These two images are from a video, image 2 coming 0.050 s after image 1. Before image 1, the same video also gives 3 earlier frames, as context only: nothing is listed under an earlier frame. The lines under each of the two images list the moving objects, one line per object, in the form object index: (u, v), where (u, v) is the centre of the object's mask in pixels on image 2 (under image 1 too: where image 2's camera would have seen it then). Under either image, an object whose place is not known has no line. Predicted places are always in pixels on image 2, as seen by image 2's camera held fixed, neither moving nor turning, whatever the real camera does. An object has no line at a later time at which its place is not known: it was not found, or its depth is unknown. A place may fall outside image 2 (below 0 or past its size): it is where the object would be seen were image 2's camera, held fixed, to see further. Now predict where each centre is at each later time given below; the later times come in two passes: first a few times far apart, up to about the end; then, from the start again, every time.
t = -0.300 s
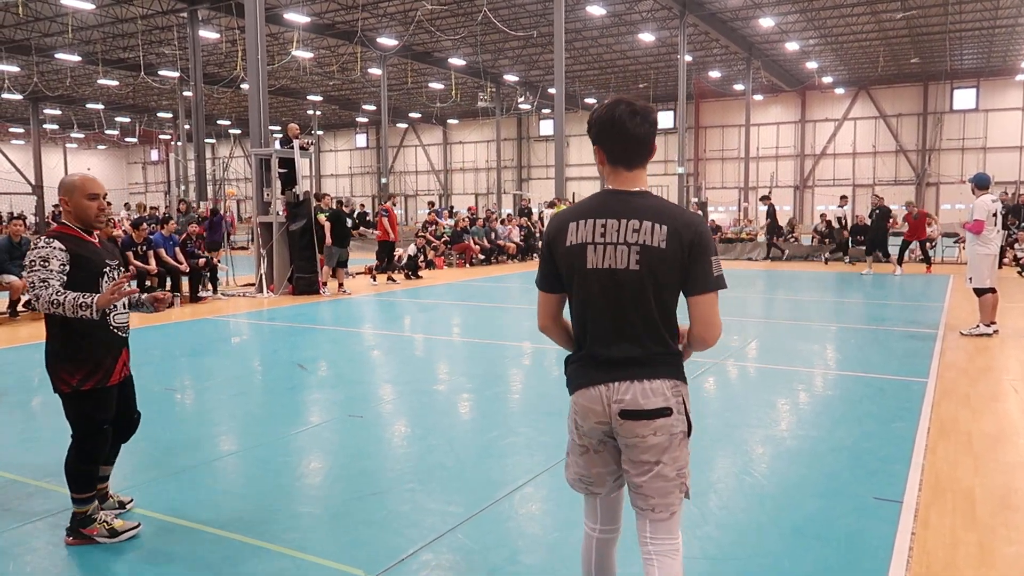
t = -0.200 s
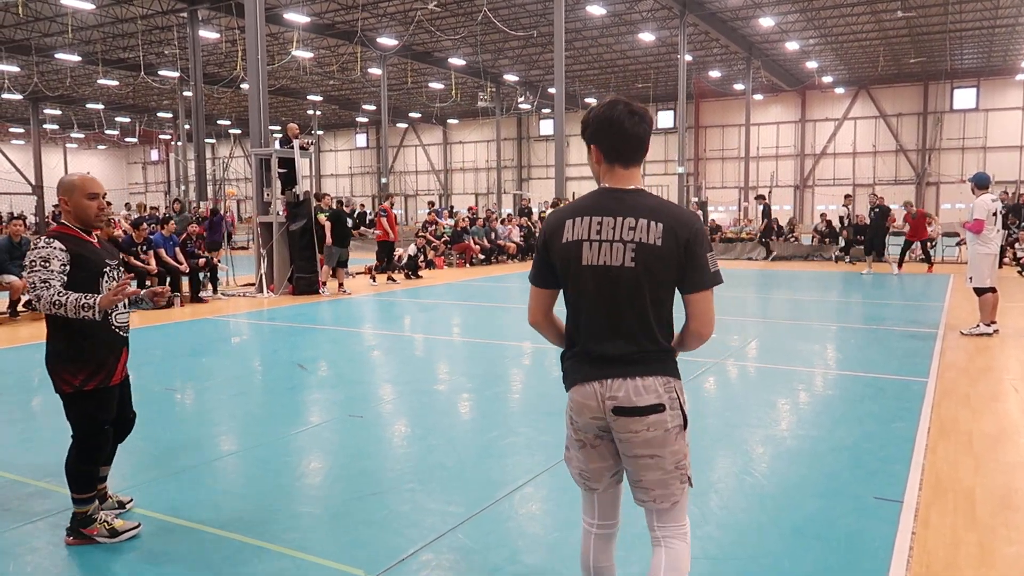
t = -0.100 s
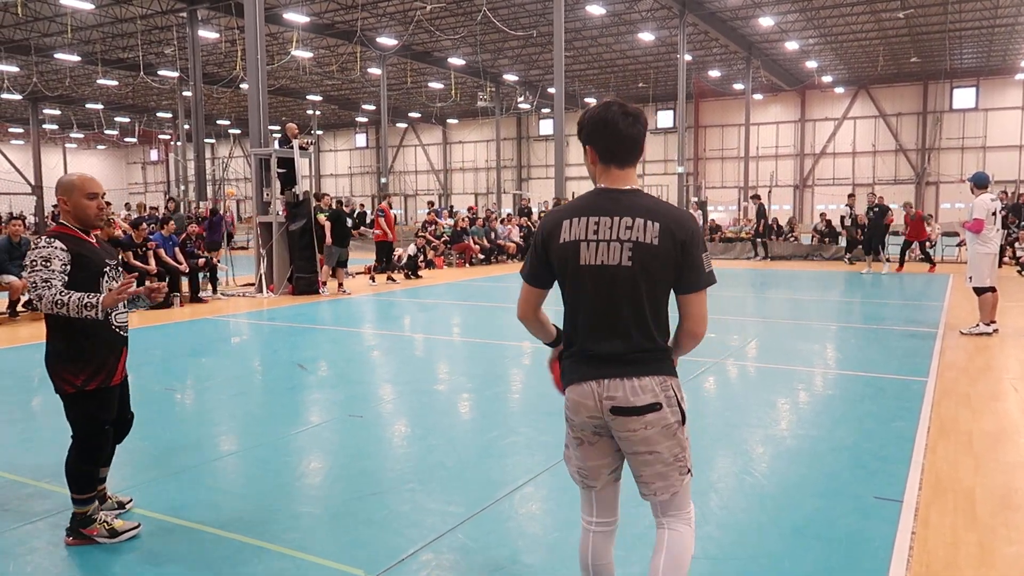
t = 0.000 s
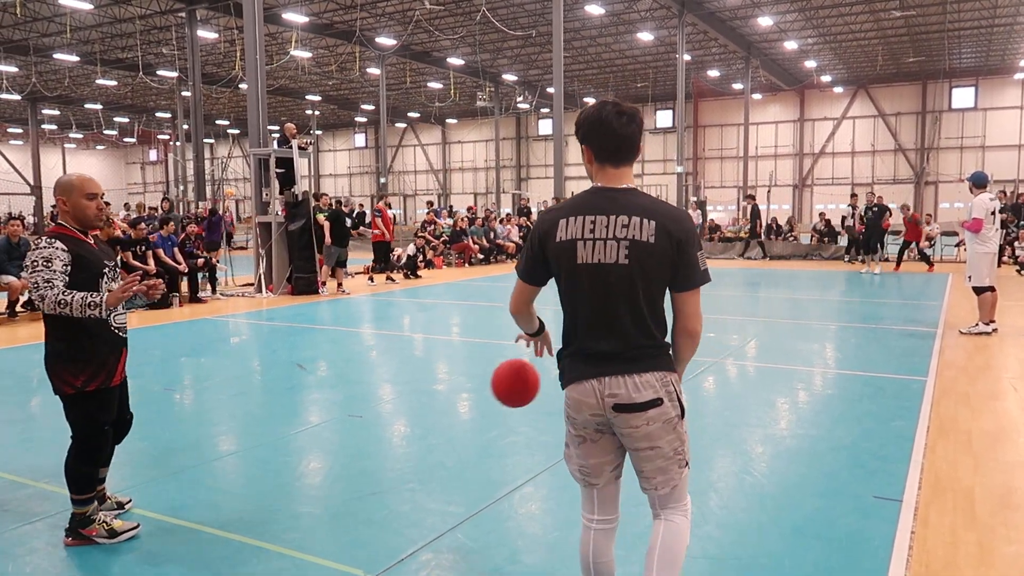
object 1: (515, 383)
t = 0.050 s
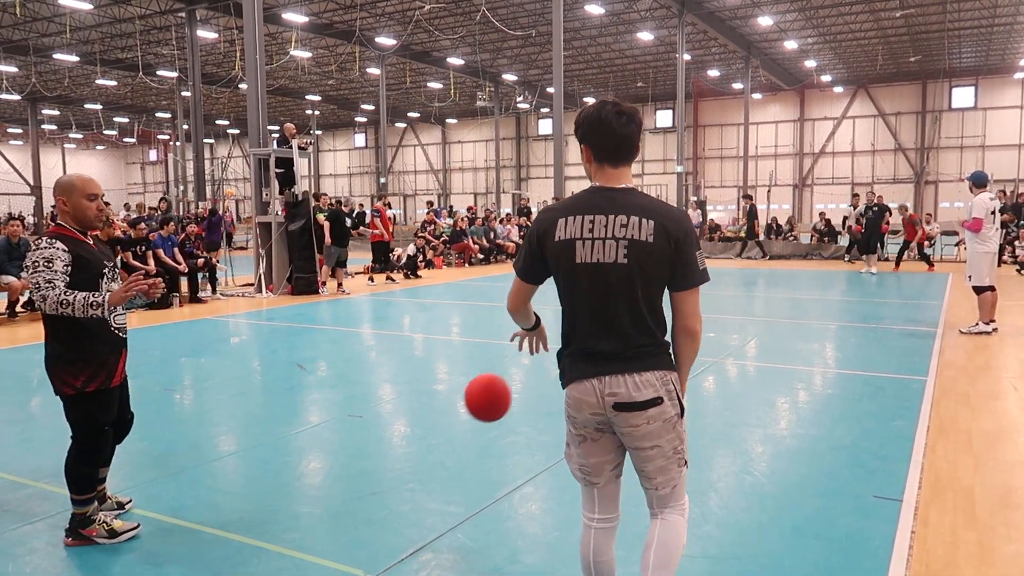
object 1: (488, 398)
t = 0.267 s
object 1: (384, 522)
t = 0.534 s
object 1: (334, 456)
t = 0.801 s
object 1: (300, 507)
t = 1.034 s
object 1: (265, 490)
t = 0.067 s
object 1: (479, 404)
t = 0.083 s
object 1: (470, 411)
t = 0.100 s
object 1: (461, 419)
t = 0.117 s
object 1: (453, 426)
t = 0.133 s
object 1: (445, 435)
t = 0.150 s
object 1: (437, 444)
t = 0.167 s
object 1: (429, 454)
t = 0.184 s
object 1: (421, 464)
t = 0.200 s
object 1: (413, 475)
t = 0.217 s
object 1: (406, 485)
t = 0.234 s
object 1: (398, 497)
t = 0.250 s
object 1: (391, 509)
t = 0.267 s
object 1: (384, 522)
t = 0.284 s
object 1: (377, 535)
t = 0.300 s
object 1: (373, 541)
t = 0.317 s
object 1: (370, 531)
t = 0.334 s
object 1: (367, 521)
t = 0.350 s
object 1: (364, 512)
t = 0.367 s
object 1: (362, 504)
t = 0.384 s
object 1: (359, 496)
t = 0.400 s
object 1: (356, 490)
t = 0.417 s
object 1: (354, 483)
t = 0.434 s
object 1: (351, 477)
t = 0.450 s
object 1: (348, 472)
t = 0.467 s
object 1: (346, 468)
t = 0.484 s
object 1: (343, 464)
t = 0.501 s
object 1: (341, 461)
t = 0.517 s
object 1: (338, 458)
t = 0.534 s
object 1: (334, 456)
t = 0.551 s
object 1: (331, 455)
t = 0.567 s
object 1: (329, 454)
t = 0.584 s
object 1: (327, 454)
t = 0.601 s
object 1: (325, 455)
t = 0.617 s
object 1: (323, 456)
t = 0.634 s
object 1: (321, 458)
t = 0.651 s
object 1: (319, 460)
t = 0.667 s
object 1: (316, 463)
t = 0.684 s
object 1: (314, 466)
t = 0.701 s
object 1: (312, 471)
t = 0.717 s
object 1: (310, 475)
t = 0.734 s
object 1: (308, 480)
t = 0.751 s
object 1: (306, 486)
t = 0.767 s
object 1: (303, 493)
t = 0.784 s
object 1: (301, 500)
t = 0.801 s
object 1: (300, 507)
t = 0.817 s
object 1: (297, 516)
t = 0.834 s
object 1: (295, 525)
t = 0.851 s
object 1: (293, 530)
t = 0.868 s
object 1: (290, 524)
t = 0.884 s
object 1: (288, 517)
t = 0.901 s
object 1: (285, 512)
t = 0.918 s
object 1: (282, 507)
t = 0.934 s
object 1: (280, 502)
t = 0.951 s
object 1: (277, 499)
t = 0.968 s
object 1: (275, 496)
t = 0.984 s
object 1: (272, 494)
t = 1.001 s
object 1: (270, 492)
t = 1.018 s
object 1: (267, 490)
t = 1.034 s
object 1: (265, 490)
